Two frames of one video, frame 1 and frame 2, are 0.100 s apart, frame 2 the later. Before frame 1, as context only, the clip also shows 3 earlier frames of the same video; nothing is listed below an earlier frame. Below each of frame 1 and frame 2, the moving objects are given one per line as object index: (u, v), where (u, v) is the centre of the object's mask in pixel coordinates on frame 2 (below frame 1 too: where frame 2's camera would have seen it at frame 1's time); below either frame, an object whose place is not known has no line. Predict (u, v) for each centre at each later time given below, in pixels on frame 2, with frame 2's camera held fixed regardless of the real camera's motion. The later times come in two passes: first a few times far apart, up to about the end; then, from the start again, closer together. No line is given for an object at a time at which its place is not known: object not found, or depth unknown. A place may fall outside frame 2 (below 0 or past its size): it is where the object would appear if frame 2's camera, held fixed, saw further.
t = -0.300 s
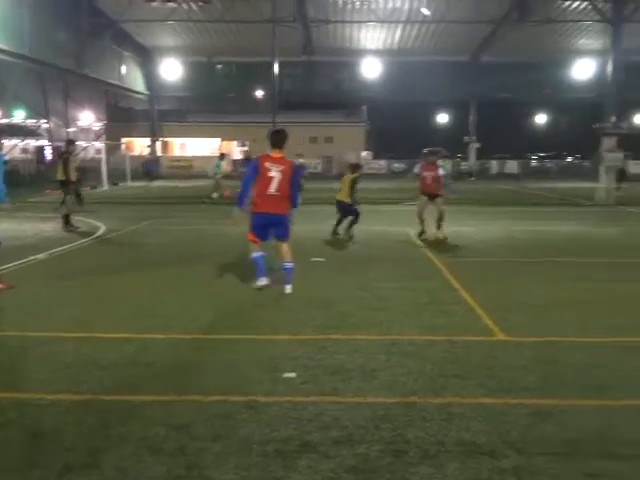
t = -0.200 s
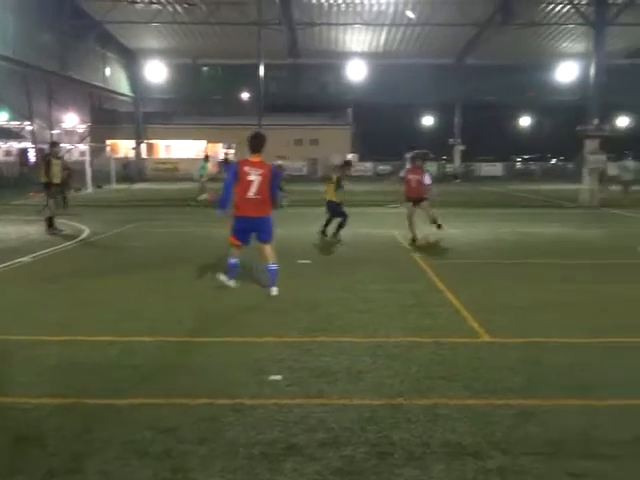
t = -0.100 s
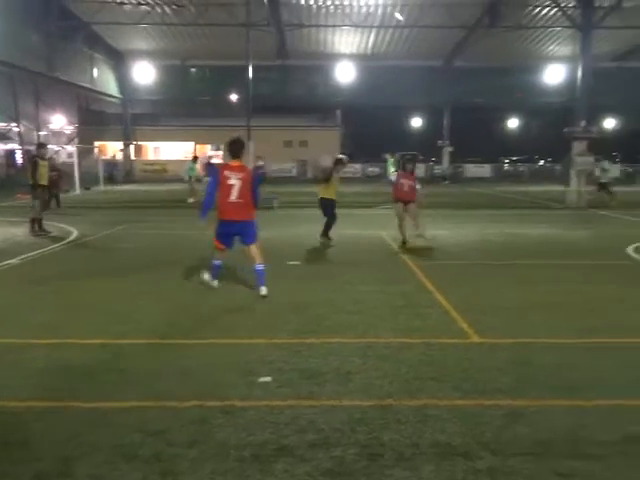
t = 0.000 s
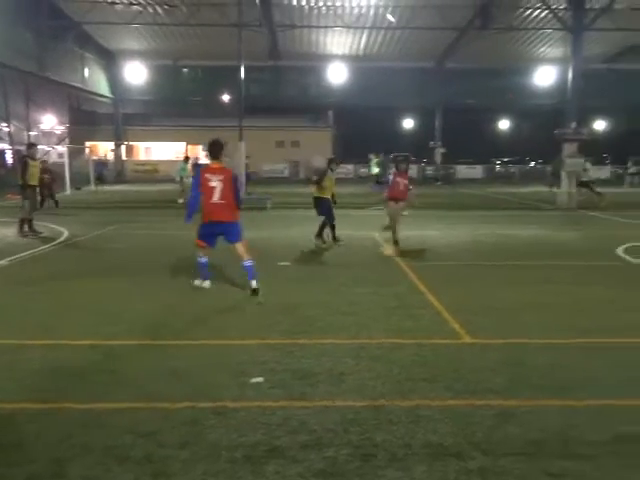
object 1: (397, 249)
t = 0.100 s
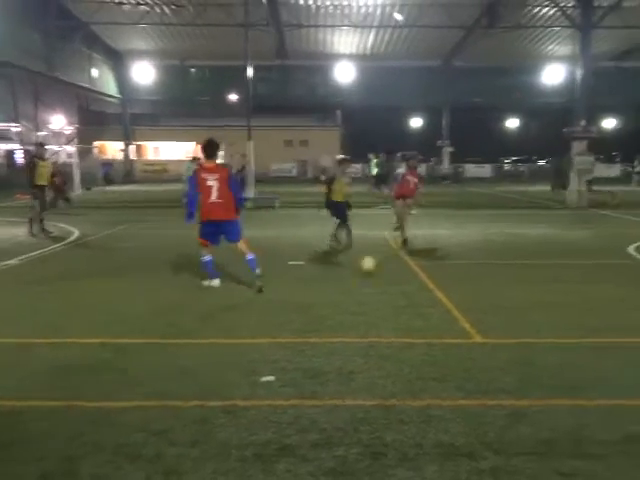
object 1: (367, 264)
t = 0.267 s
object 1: (305, 290)
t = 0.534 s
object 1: (148, 354)
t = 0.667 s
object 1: (8, 412)
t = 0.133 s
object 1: (356, 268)
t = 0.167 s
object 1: (345, 273)
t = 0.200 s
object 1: (333, 279)
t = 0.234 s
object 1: (319, 287)
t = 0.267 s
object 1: (305, 290)
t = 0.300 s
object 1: (291, 294)
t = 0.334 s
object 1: (276, 300)
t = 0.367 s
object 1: (257, 309)
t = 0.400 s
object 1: (238, 319)
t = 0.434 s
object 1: (219, 331)
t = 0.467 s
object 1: (198, 338)
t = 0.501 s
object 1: (173, 345)
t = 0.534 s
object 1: (148, 354)
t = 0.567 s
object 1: (120, 367)
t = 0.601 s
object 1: (87, 382)
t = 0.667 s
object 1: (8, 412)
